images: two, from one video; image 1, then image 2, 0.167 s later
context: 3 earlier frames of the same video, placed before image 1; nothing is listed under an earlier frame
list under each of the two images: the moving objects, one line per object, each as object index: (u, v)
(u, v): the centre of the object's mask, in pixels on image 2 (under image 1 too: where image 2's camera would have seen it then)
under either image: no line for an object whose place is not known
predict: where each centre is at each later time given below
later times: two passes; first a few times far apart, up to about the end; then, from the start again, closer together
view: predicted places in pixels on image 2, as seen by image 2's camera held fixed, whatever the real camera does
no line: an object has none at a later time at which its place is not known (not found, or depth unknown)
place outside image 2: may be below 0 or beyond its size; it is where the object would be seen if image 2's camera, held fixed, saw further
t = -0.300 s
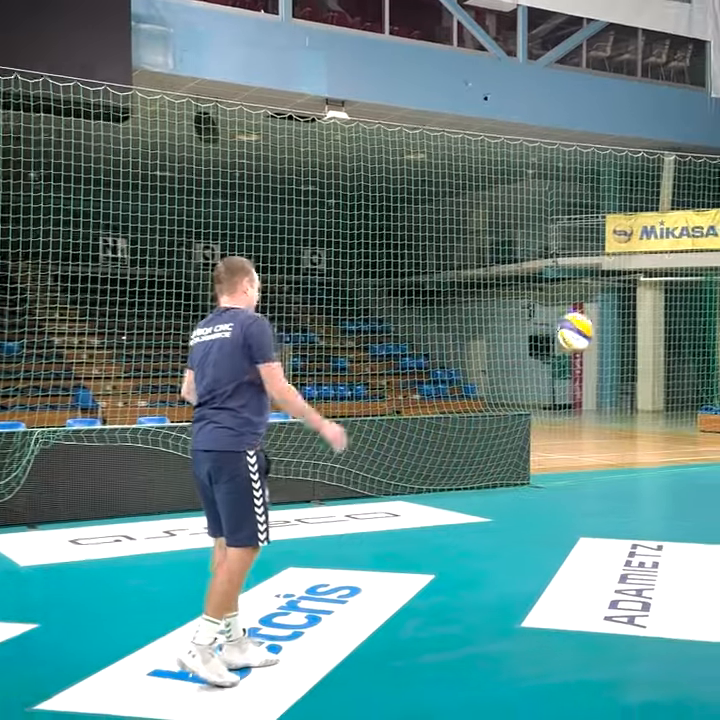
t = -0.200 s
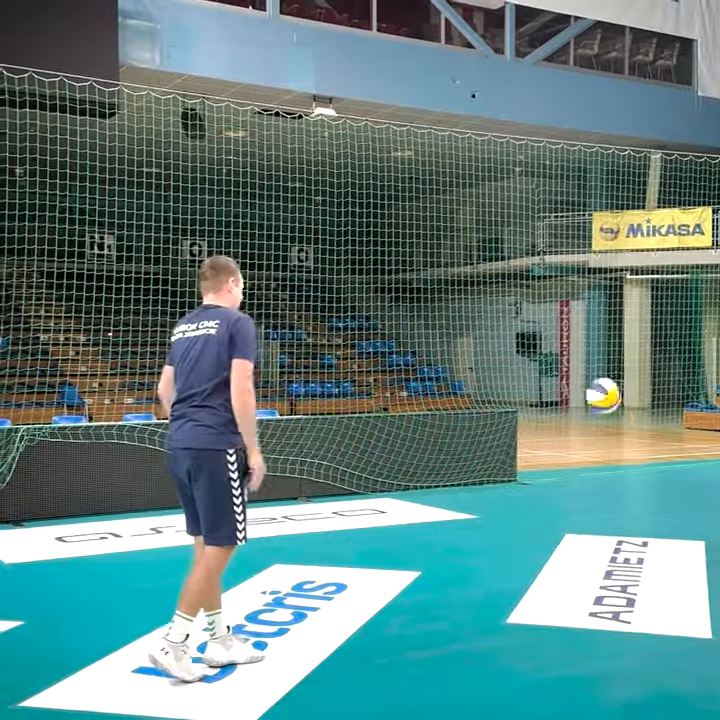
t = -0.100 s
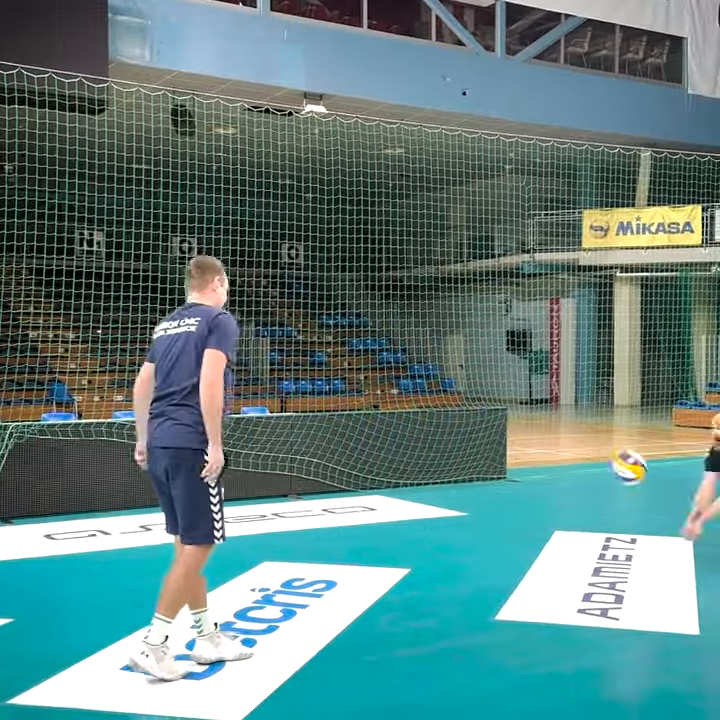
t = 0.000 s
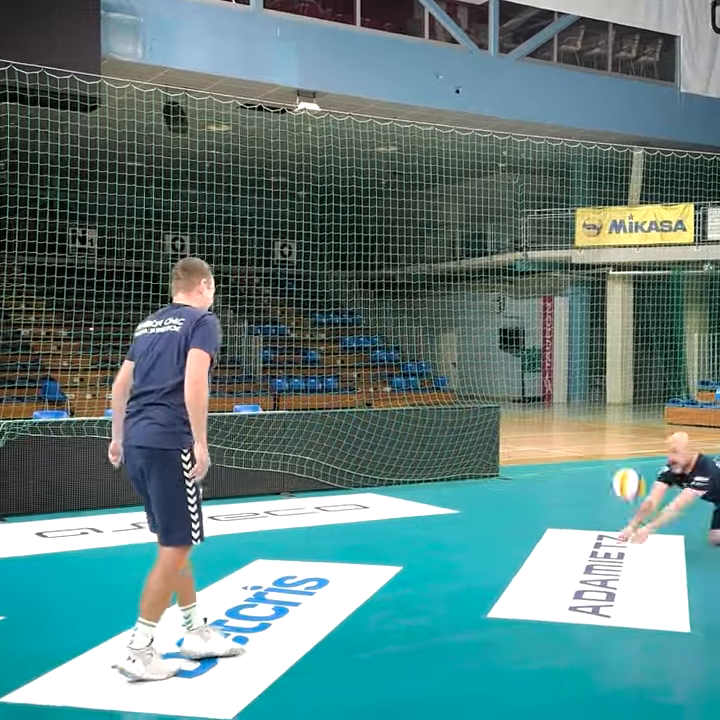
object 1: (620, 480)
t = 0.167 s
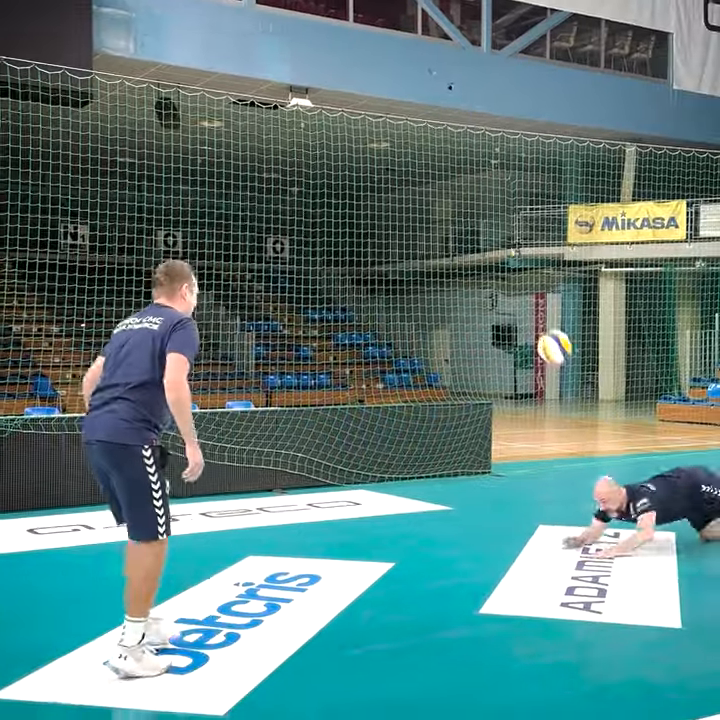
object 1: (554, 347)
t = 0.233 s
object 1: (528, 301)
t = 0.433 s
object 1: (448, 200)
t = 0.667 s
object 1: (349, 153)
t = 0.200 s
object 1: (541, 322)
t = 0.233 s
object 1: (528, 301)
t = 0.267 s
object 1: (514, 282)
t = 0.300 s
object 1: (502, 263)
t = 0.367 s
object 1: (475, 229)
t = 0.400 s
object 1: (462, 213)
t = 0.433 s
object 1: (448, 200)
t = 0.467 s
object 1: (435, 189)
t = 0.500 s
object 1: (421, 179)
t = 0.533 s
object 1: (407, 170)
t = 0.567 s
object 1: (393, 163)
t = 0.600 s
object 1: (378, 158)
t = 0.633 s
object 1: (364, 155)
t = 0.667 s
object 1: (349, 153)
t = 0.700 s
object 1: (335, 153)
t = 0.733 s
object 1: (320, 155)
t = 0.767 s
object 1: (304, 159)
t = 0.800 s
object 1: (288, 164)
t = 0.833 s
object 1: (273, 172)
